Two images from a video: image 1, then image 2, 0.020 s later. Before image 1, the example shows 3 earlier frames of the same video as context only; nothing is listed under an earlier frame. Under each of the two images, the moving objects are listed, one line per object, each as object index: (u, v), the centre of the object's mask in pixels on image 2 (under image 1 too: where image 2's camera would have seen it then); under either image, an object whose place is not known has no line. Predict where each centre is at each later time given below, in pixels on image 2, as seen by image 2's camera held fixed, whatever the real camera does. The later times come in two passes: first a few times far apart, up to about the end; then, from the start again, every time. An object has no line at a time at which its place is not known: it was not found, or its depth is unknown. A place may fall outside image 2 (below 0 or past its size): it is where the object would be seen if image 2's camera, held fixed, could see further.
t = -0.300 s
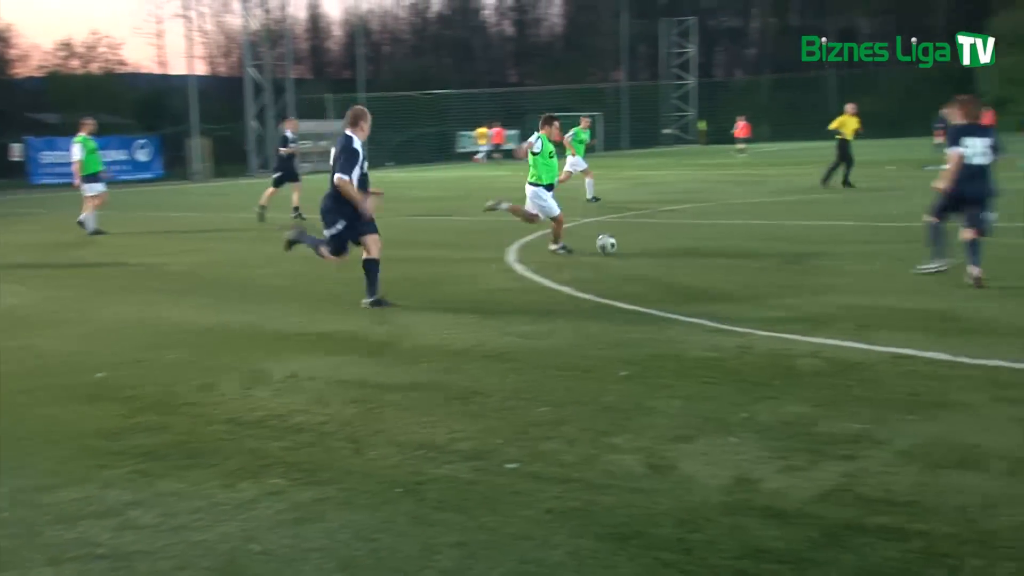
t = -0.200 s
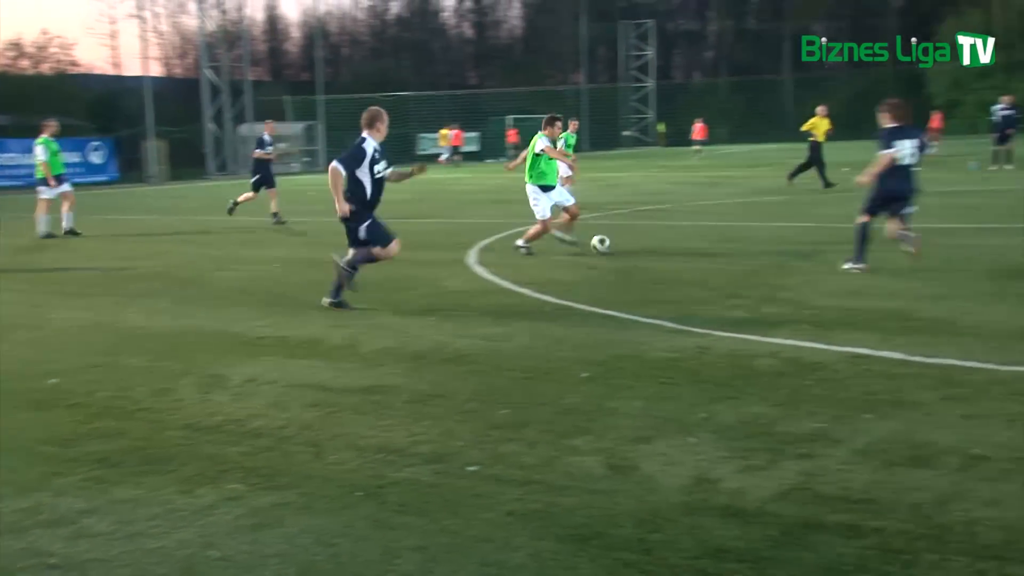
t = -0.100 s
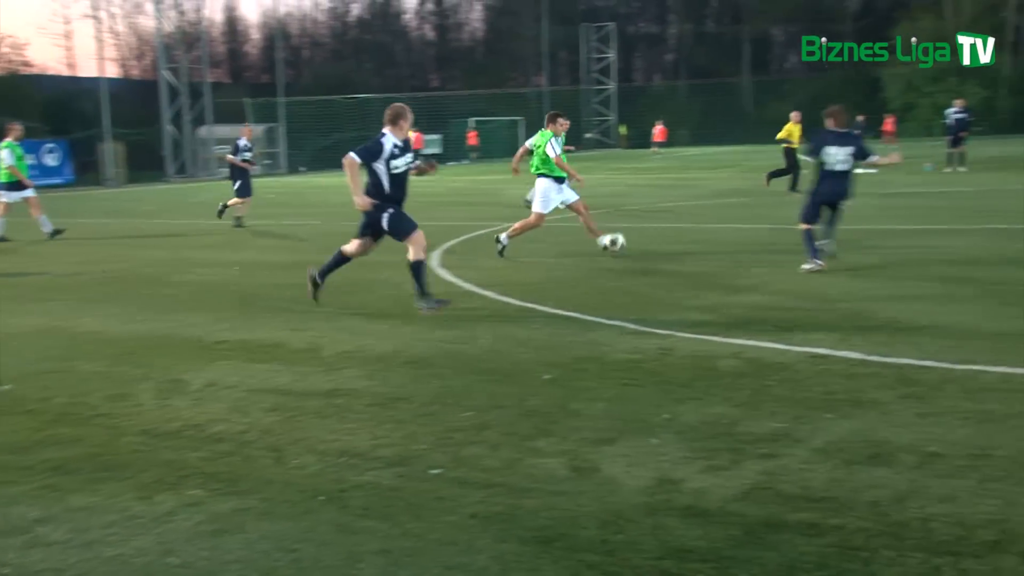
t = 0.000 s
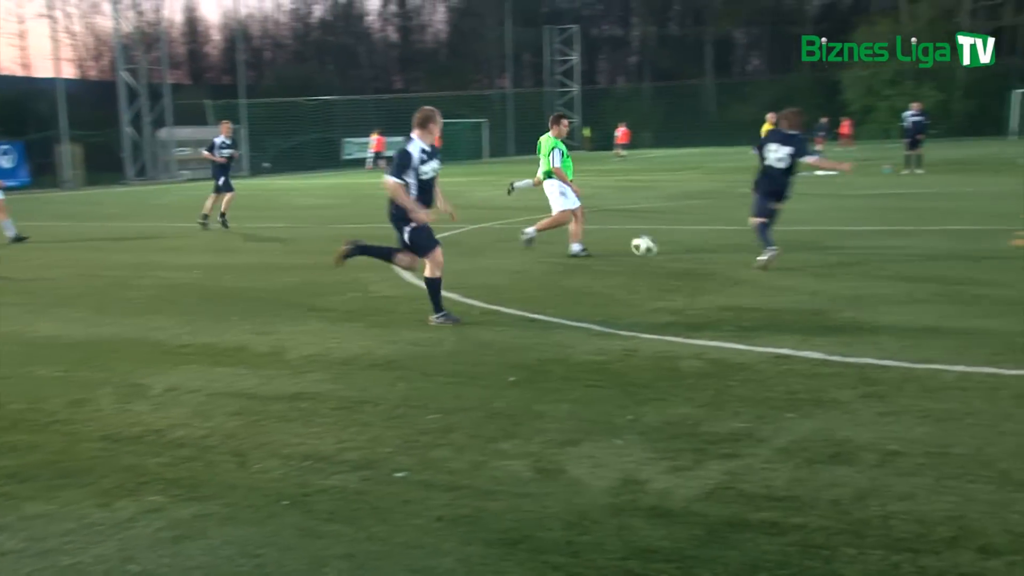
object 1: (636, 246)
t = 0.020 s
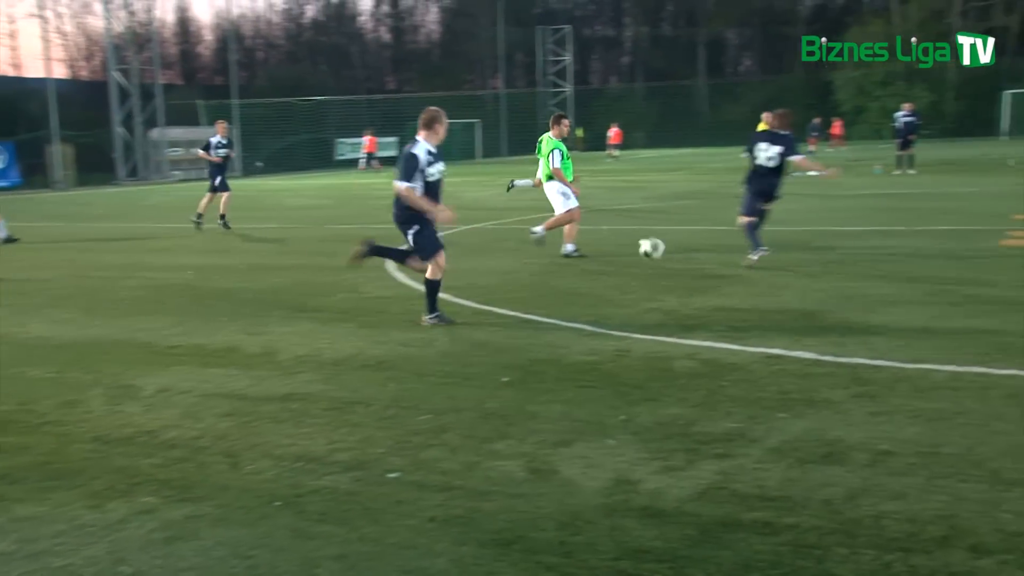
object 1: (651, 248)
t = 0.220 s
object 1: (822, 292)
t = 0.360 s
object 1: (962, 302)
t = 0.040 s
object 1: (665, 250)
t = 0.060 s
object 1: (680, 253)
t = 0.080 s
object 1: (697, 256)
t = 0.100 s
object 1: (713, 260)
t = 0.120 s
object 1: (730, 265)
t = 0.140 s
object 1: (748, 271)
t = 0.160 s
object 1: (765, 276)
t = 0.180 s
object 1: (784, 283)
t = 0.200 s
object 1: (803, 290)
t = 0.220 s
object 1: (822, 292)
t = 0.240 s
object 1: (839, 292)
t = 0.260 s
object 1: (858, 292)
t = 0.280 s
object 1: (876, 292)
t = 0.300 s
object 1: (897, 294)
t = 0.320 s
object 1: (918, 296)
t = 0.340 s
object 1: (939, 299)
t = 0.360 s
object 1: (962, 302)
